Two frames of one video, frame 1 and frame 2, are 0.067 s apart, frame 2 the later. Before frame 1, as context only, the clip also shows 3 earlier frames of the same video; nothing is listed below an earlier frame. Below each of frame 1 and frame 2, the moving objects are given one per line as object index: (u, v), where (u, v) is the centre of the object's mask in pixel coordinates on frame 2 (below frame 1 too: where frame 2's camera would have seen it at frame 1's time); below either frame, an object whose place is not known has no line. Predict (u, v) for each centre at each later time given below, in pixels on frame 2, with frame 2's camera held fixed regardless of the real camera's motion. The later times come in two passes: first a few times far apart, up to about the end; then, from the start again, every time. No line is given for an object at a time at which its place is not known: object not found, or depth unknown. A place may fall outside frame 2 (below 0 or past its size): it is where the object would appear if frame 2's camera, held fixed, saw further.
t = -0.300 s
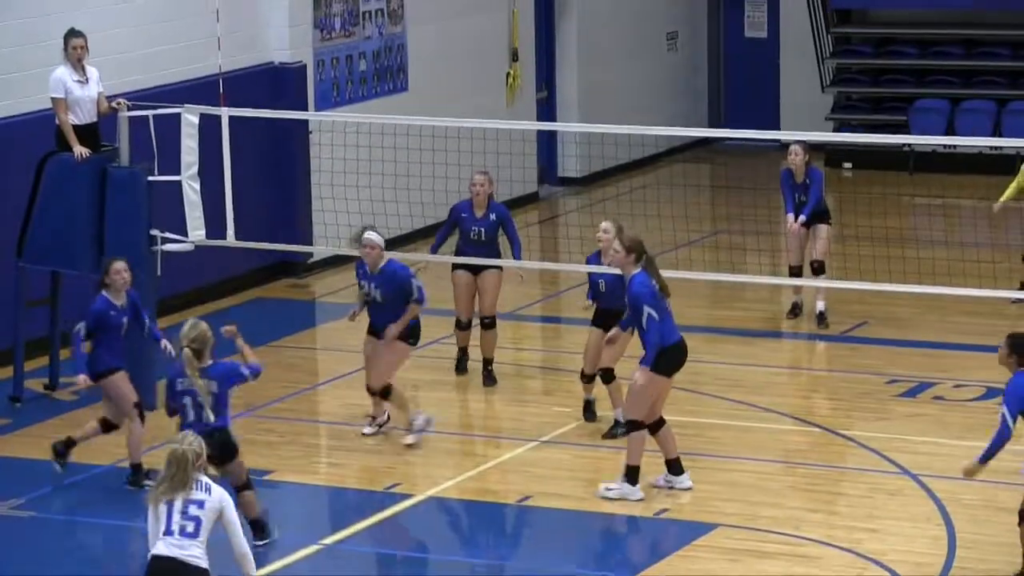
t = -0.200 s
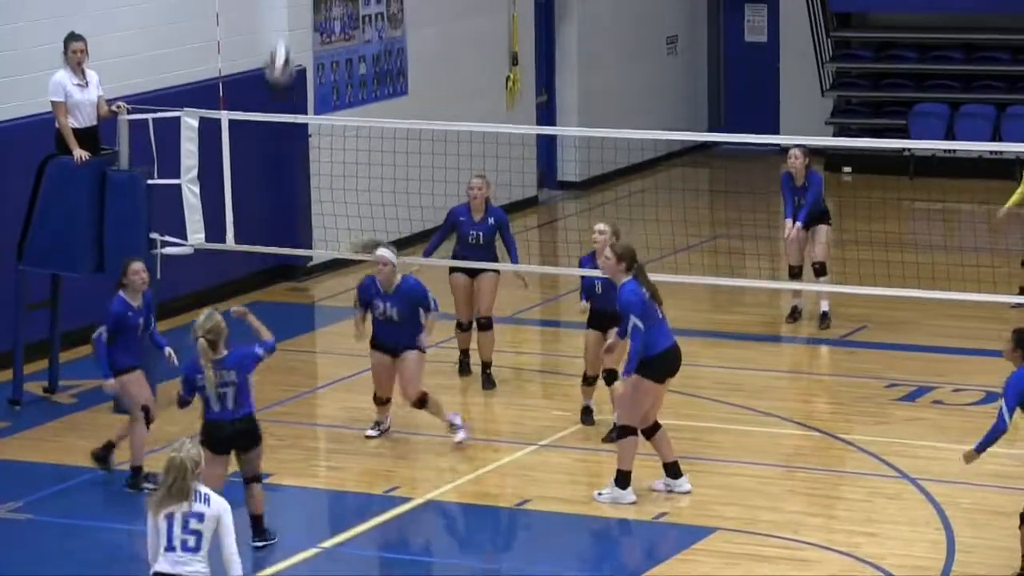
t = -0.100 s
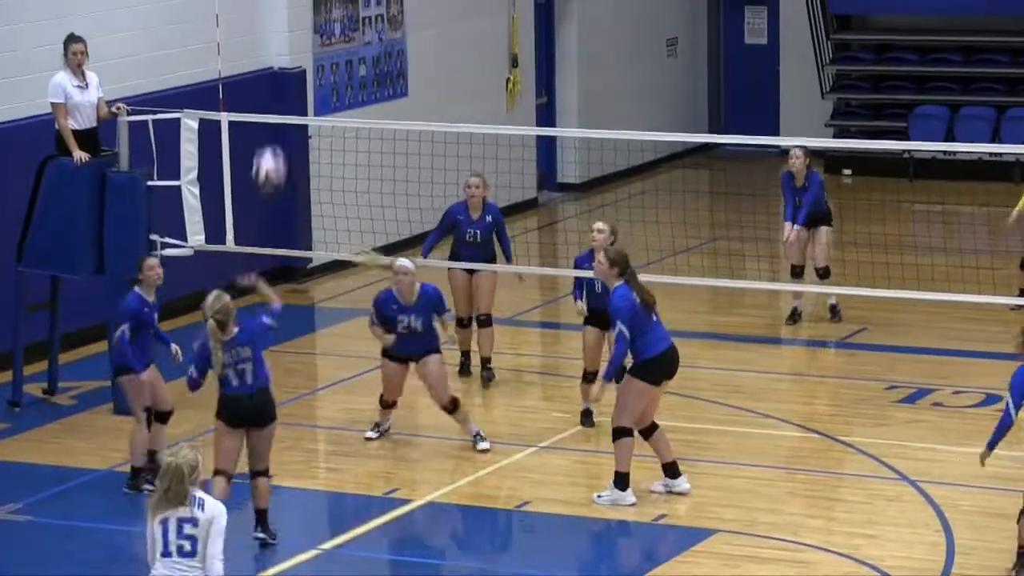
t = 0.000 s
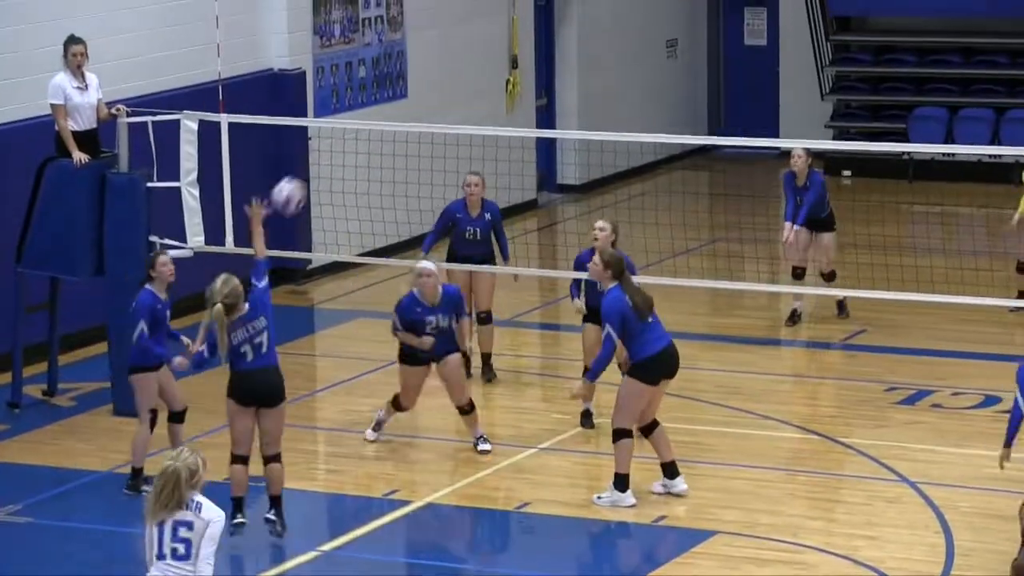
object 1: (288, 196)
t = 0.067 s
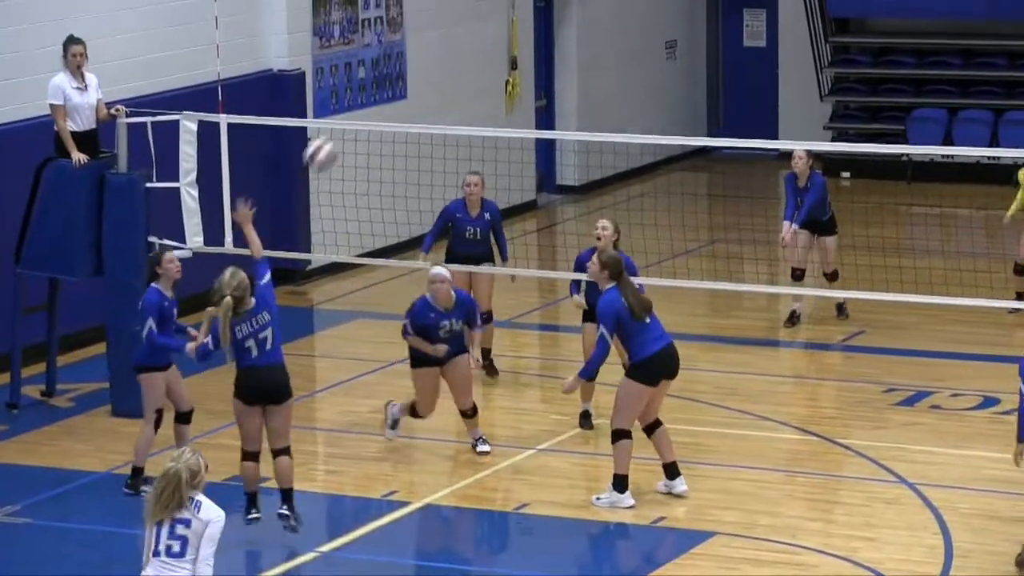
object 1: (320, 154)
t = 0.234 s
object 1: (402, 87)
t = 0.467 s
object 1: (497, 78)
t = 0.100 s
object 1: (337, 137)
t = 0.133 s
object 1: (355, 120)
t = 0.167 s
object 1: (371, 107)
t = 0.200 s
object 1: (386, 96)
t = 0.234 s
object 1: (402, 87)
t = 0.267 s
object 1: (417, 81)
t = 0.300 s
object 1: (431, 75)
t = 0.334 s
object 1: (445, 72)
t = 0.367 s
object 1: (460, 71)
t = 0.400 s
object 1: (473, 71)
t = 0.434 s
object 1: (485, 74)
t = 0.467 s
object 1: (497, 78)
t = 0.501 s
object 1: (509, 85)
